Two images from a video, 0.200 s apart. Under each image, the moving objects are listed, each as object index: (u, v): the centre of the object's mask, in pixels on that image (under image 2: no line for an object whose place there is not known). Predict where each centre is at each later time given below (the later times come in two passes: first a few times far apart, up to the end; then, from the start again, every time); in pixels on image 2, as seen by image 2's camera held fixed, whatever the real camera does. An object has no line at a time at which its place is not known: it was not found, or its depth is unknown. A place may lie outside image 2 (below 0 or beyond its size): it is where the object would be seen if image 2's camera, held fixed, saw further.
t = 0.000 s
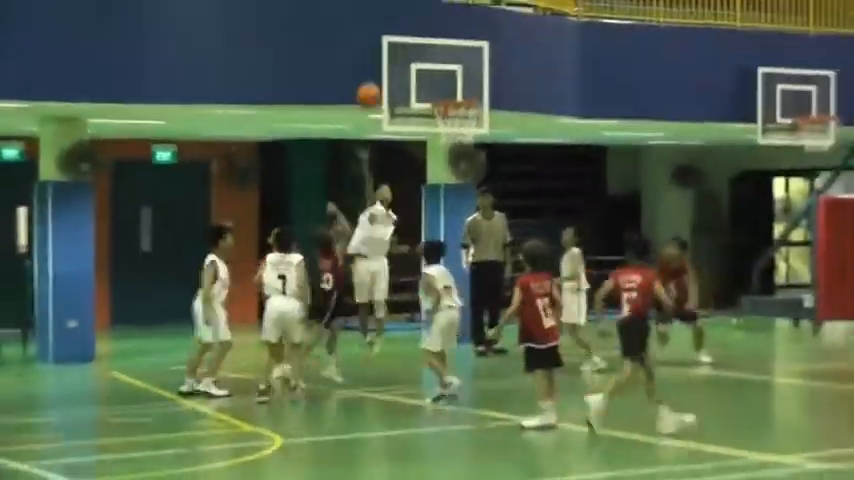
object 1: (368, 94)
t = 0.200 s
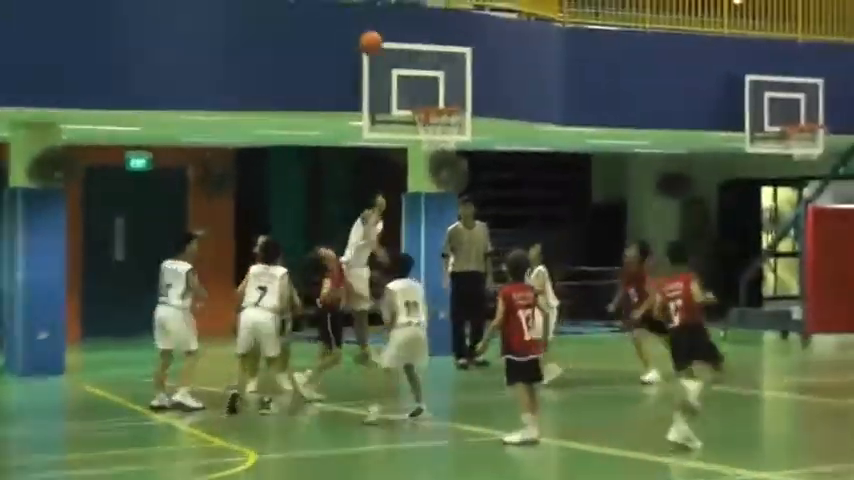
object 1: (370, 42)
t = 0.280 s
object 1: (378, 30)
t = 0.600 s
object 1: (405, 53)
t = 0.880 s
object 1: (455, 130)
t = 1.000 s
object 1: (461, 149)
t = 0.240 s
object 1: (374, 35)
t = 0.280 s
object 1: (378, 30)
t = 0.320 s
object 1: (379, 31)
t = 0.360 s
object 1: (383, 29)
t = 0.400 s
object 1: (388, 29)
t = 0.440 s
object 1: (392, 30)
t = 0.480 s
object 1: (395, 34)
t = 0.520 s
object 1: (400, 39)
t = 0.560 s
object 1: (404, 45)
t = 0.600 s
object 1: (405, 53)
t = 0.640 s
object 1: (411, 61)
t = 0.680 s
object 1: (419, 68)
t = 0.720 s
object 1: (428, 80)
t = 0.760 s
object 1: (433, 90)
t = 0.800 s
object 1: (441, 101)
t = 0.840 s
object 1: (449, 116)
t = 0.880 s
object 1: (455, 130)
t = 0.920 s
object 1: (458, 134)
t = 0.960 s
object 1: (459, 138)
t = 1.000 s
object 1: (461, 149)
